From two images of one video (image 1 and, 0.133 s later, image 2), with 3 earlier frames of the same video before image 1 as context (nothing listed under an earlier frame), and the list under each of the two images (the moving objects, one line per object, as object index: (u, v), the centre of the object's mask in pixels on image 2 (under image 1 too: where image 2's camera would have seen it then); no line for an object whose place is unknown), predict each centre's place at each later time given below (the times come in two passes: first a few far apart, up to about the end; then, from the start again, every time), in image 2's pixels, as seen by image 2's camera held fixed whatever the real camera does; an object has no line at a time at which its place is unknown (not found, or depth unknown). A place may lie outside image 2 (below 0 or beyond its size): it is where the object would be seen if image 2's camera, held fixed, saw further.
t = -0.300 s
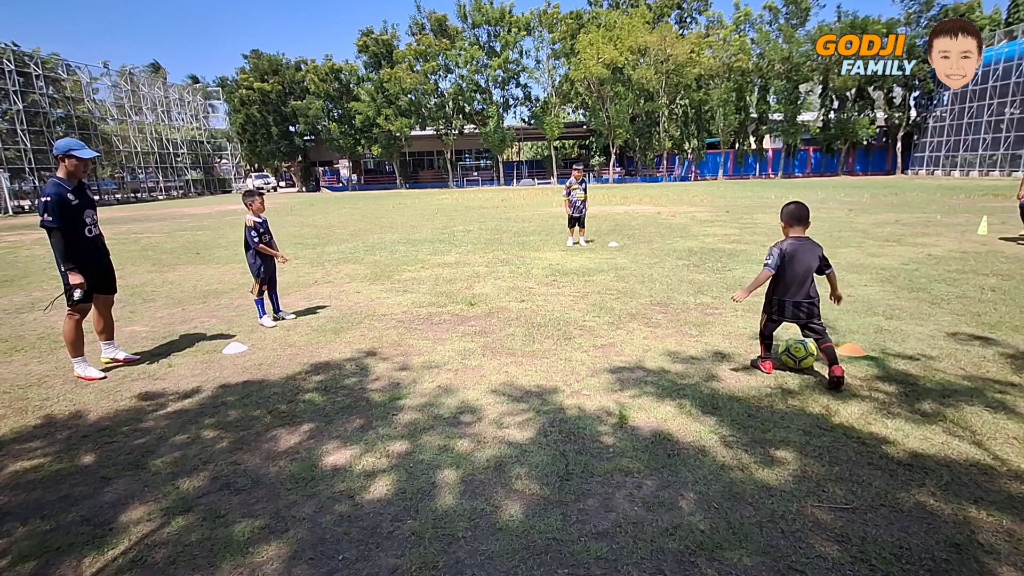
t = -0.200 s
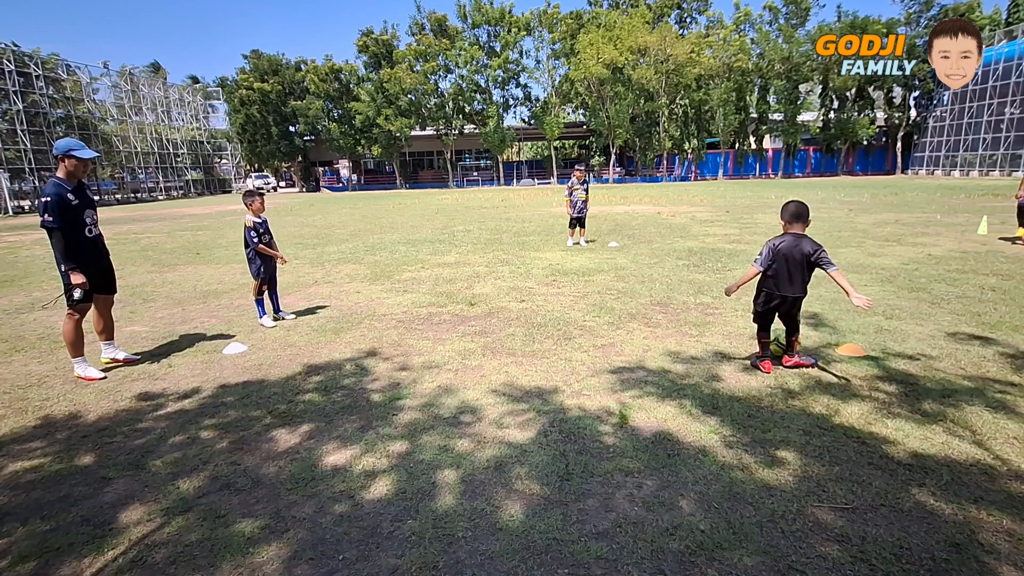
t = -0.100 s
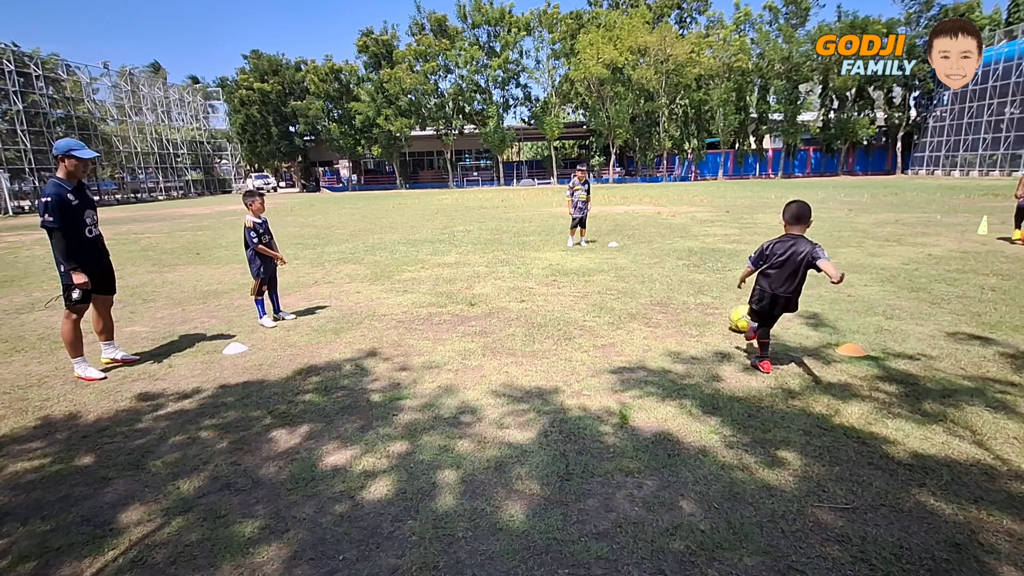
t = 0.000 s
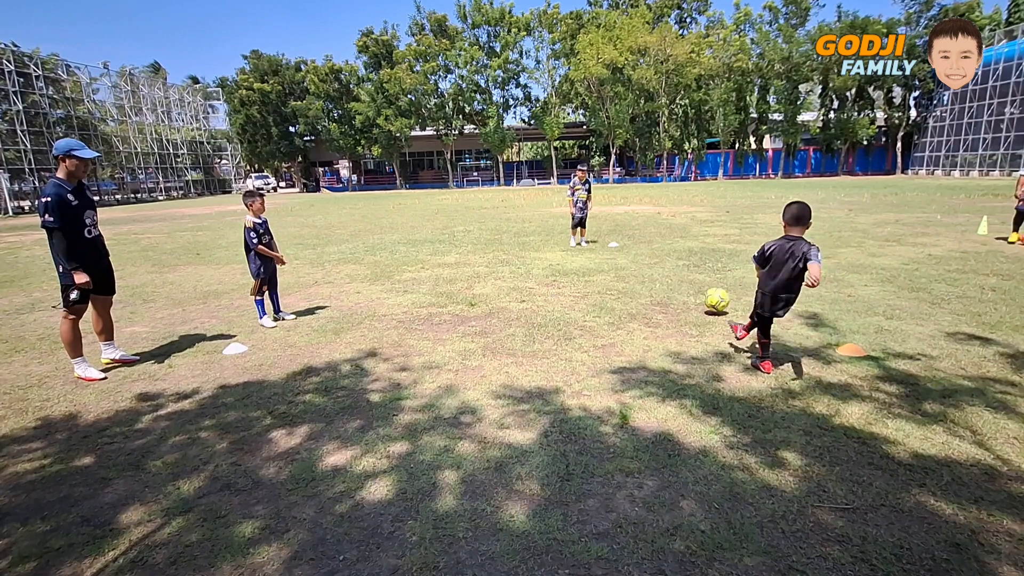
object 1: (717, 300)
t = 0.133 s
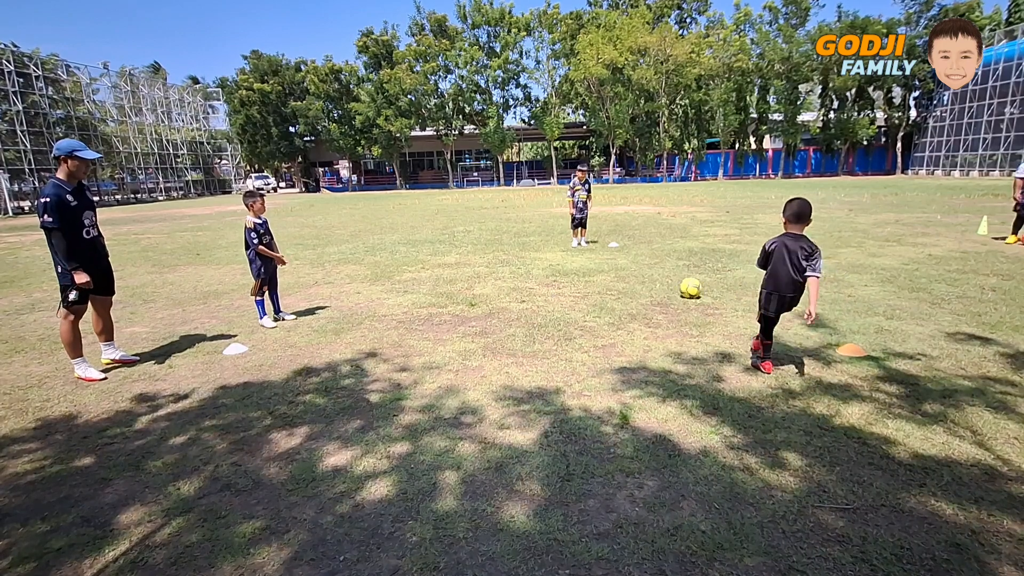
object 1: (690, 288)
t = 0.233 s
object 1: (678, 280)
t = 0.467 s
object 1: (657, 266)
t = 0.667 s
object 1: (643, 258)
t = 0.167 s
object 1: (686, 285)
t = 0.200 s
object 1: (682, 282)
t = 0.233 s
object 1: (678, 280)
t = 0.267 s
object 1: (675, 279)
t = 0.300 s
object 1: (672, 276)
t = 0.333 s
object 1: (668, 274)
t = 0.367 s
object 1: (665, 272)
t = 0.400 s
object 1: (663, 270)
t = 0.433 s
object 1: (660, 268)
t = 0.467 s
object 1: (657, 266)
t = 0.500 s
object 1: (655, 265)
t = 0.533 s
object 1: (652, 263)
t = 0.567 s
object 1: (650, 262)
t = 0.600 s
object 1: (648, 261)
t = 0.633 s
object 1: (645, 259)
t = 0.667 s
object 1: (643, 258)
